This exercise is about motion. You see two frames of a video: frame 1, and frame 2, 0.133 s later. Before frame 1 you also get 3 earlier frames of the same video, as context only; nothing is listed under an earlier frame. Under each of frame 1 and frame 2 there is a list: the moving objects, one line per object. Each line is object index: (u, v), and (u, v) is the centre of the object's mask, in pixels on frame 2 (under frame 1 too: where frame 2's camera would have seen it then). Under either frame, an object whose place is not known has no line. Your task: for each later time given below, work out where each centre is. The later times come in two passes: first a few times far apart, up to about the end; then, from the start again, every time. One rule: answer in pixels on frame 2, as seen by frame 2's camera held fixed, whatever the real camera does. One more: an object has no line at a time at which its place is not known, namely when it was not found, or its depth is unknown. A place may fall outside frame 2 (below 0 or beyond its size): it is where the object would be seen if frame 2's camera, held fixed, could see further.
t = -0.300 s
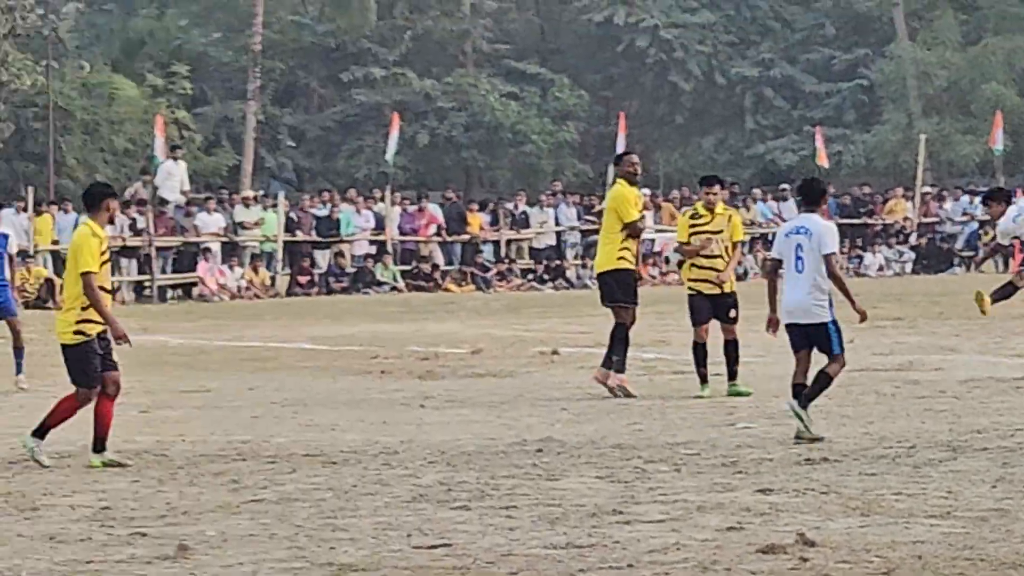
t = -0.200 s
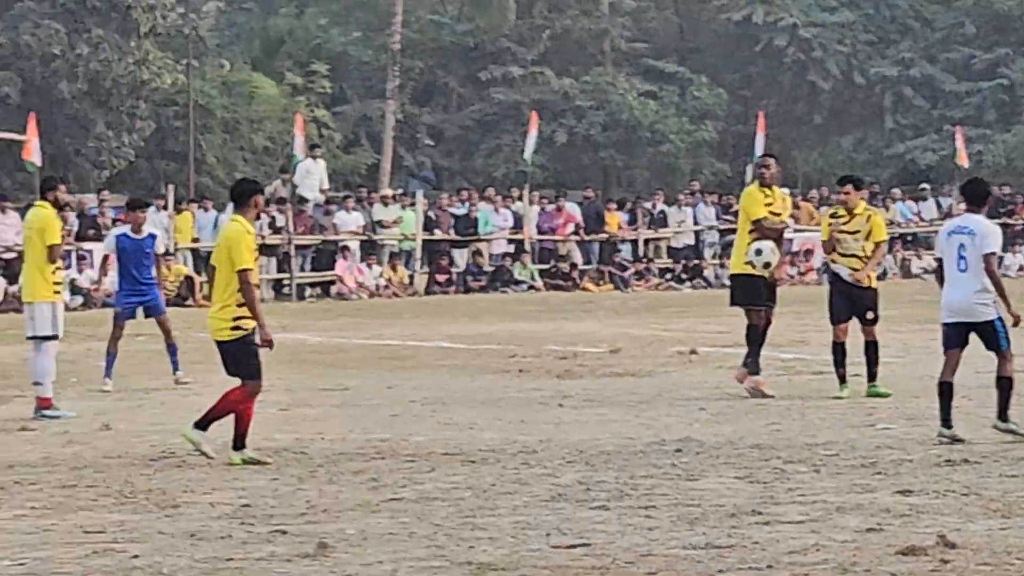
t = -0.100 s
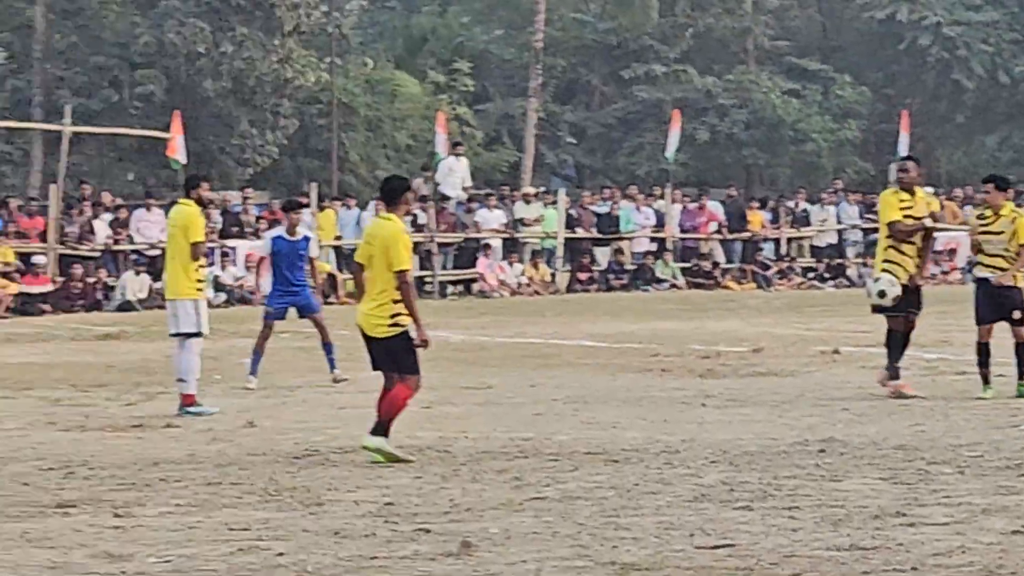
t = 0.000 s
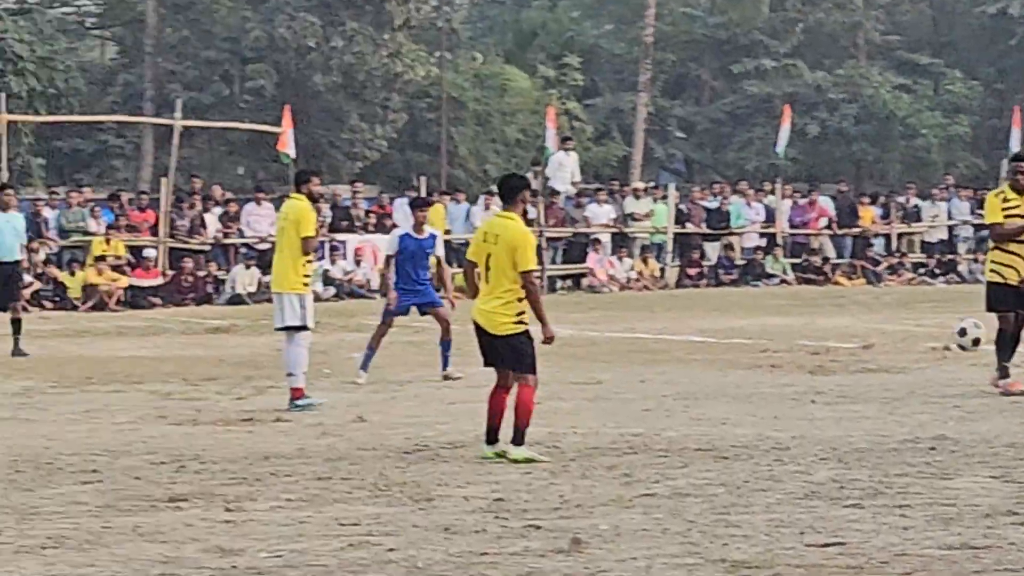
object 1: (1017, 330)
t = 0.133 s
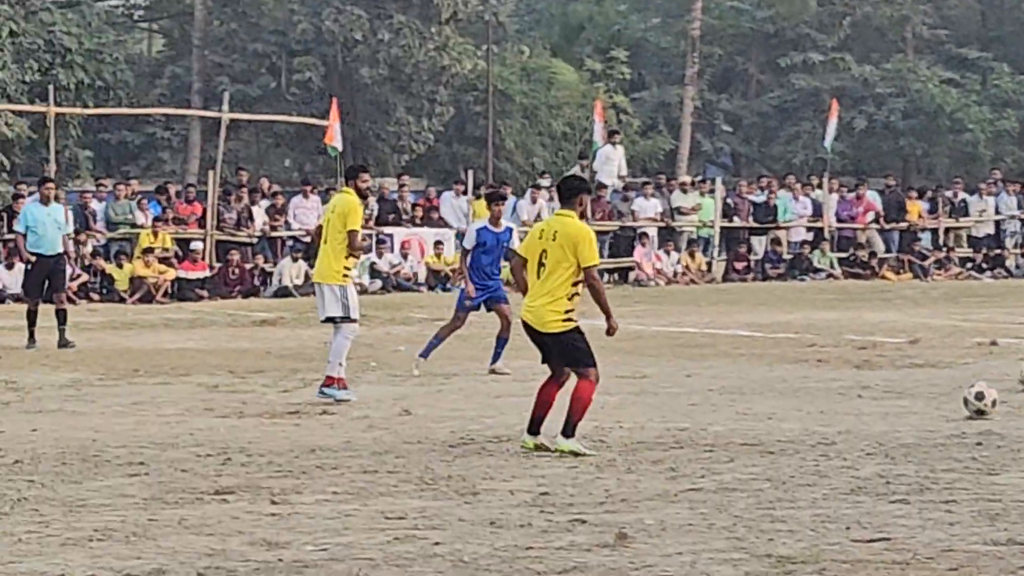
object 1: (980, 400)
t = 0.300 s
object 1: (960, 351)
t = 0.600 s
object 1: (919, 373)
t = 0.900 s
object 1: (897, 387)
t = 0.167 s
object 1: (977, 387)
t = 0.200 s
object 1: (973, 376)
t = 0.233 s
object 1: (969, 366)
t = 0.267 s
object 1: (965, 358)
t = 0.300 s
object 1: (960, 351)
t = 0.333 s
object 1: (957, 347)
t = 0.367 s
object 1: (953, 344)
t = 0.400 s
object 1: (947, 343)
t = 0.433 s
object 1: (942, 343)
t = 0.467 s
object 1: (937, 345)
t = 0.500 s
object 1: (933, 349)
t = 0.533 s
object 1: (930, 355)
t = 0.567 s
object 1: (924, 363)
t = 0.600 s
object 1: (919, 373)
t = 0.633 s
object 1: (914, 384)
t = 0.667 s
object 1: (909, 397)
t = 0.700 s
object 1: (905, 413)
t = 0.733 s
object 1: (902, 417)
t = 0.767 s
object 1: (901, 407)
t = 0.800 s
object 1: (900, 400)
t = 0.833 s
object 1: (899, 394)
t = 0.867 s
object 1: (898, 389)
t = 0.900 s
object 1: (897, 387)
